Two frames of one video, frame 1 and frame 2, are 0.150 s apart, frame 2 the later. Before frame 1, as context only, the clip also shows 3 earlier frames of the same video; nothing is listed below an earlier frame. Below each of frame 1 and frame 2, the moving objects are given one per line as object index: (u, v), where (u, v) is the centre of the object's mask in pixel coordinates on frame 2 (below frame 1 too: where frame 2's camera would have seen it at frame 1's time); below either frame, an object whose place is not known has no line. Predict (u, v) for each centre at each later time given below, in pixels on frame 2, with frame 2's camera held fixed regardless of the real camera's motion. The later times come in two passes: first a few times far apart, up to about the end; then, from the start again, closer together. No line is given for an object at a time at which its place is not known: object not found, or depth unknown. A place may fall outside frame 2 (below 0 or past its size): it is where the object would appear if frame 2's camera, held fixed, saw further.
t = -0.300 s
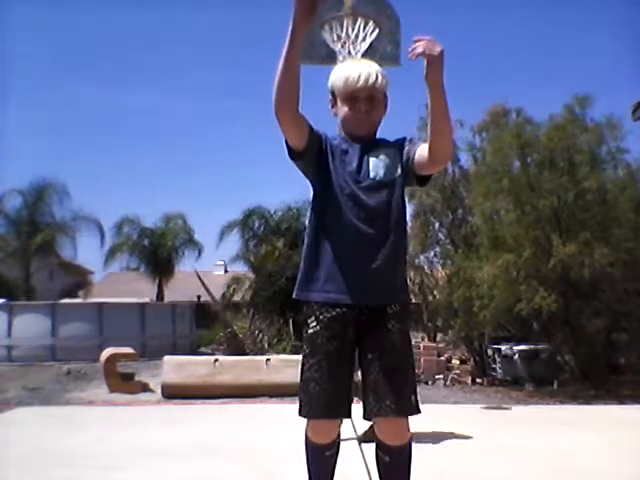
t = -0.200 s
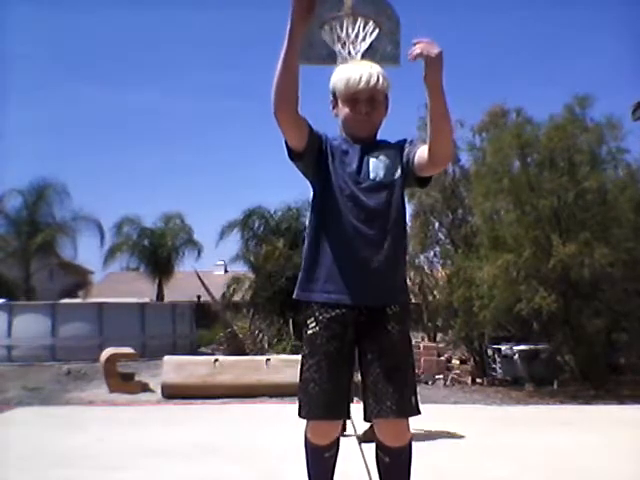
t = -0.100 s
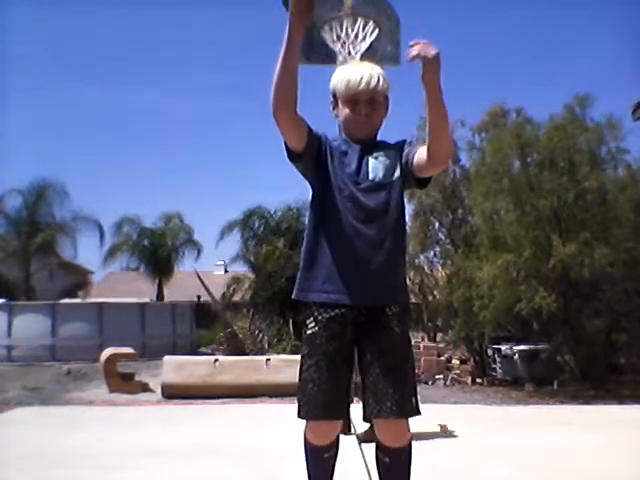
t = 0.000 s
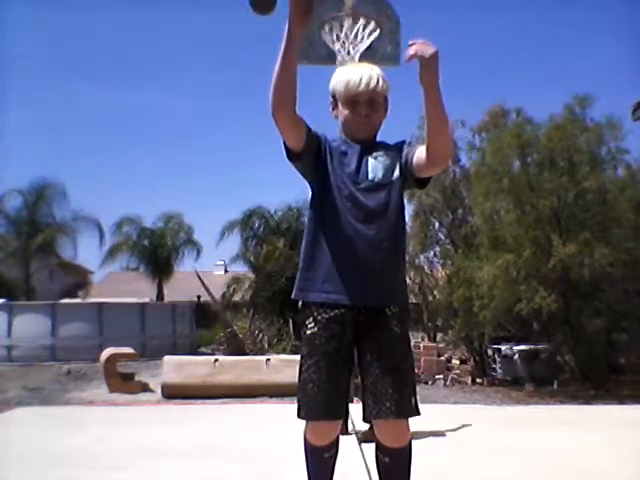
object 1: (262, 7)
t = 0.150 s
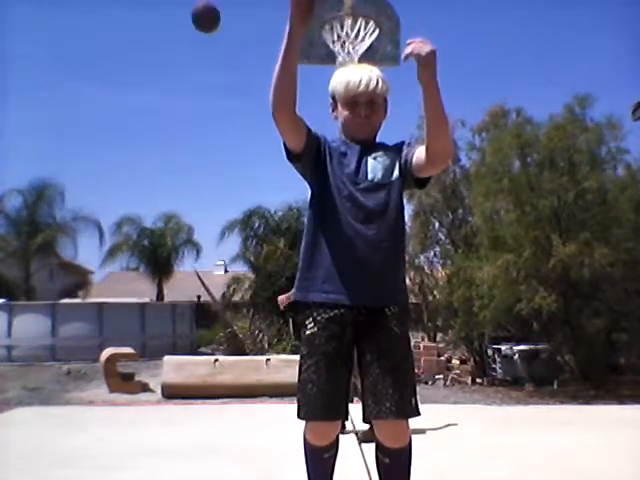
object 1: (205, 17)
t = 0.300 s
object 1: (144, 64)
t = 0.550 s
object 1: (20, 225)
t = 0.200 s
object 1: (186, 30)
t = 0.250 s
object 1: (165, 46)
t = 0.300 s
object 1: (144, 64)
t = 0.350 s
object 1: (122, 87)
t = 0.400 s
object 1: (98, 115)
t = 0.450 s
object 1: (73, 147)
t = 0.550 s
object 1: (20, 225)
